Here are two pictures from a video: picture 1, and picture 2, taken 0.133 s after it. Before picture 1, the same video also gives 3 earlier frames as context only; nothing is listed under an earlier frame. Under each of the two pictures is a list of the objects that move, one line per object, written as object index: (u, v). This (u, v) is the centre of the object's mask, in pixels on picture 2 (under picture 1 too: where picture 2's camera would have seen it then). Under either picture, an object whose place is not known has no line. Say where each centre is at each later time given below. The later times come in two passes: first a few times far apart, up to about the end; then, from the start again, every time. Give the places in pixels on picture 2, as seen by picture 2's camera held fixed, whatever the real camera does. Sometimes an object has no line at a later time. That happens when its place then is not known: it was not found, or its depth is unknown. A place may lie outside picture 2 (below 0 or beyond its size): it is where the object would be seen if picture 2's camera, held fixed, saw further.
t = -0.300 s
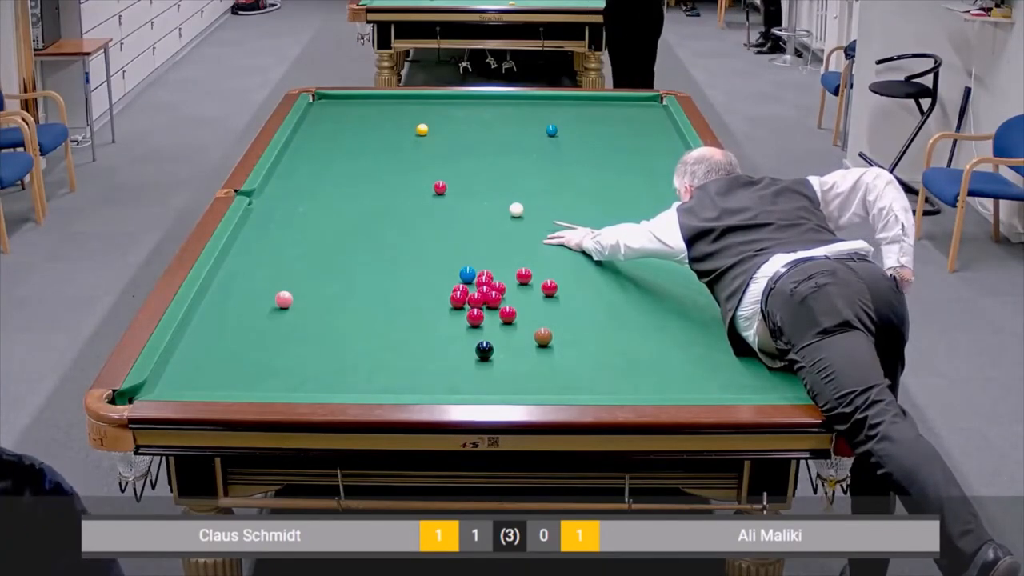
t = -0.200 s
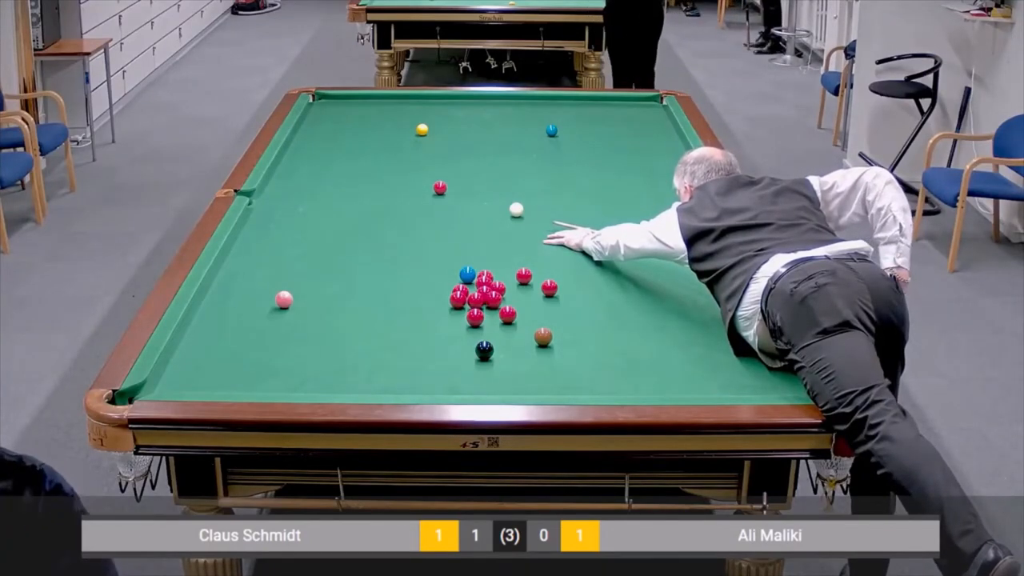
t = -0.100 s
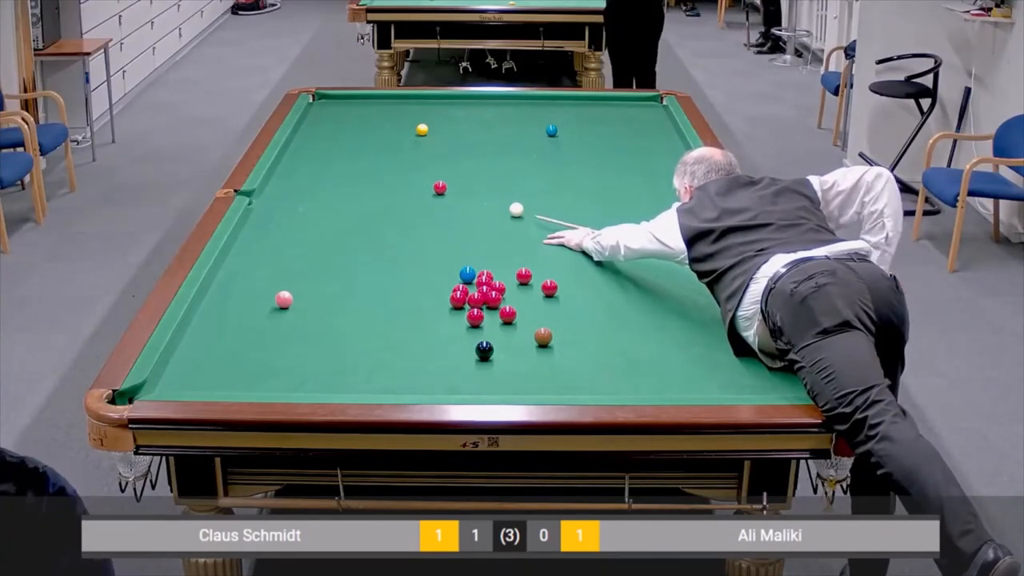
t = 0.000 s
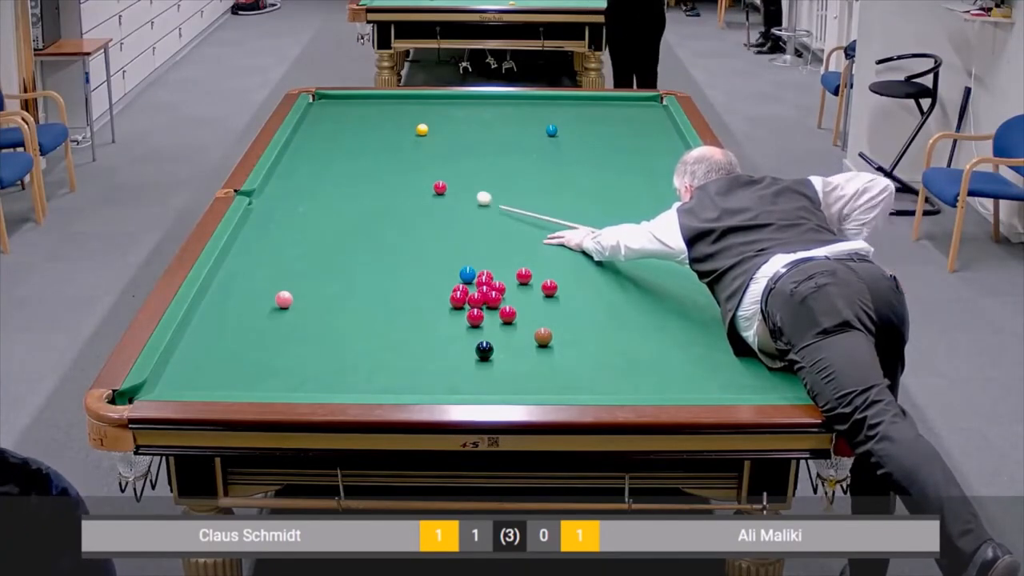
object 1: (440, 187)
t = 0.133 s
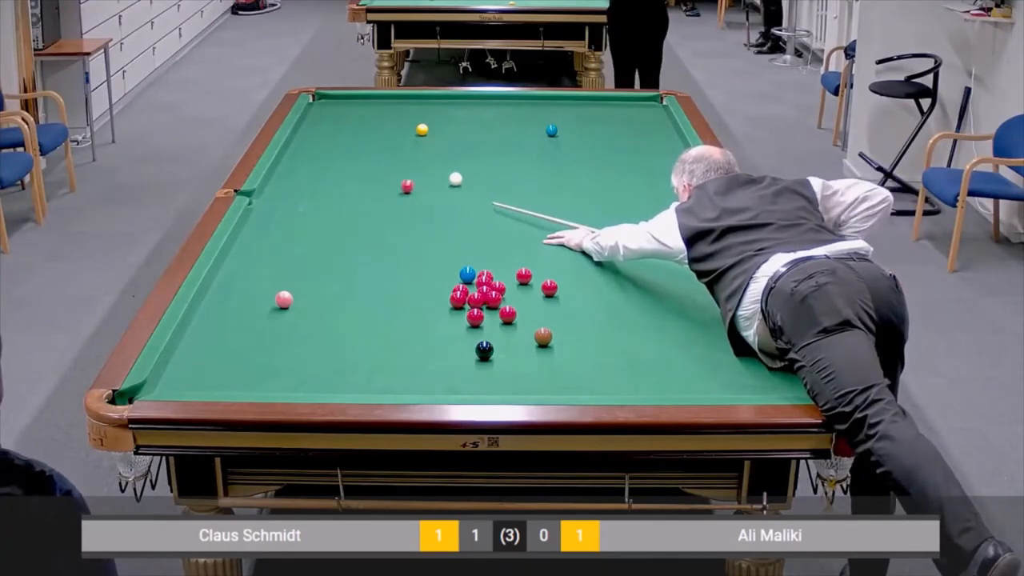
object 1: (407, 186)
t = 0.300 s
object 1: (338, 184)
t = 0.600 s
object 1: (290, 180)
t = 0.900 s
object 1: (355, 178)
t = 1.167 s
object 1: (404, 175)
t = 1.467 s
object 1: (456, 173)
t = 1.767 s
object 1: (504, 170)
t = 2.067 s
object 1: (550, 169)
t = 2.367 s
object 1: (593, 167)
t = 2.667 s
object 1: (633, 166)
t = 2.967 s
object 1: (671, 165)
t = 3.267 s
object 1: (686, 163)
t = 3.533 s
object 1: (668, 161)
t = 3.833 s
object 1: (650, 160)
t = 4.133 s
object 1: (634, 159)
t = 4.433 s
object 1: (620, 158)
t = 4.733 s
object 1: (608, 157)
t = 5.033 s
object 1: (599, 157)
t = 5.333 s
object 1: (591, 156)
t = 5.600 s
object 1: (586, 156)
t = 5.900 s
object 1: (582, 155)
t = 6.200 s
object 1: (580, 155)
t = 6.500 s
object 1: (579, 155)
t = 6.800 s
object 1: (579, 155)
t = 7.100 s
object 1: (579, 155)
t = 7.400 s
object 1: (579, 155)
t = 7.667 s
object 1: (579, 155)
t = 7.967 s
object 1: (579, 155)
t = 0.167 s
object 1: (392, 186)
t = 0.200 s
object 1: (378, 185)
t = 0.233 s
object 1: (364, 185)
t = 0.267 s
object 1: (351, 185)
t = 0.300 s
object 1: (338, 184)
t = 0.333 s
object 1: (326, 184)
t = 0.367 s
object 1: (314, 183)
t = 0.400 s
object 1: (304, 183)
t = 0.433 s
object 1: (293, 182)
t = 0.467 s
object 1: (282, 182)
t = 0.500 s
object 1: (270, 181)
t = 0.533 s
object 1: (271, 181)
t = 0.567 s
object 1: (281, 181)
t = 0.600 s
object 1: (290, 180)
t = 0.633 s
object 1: (299, 180)
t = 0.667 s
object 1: (307, 180)
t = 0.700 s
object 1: (315, 180)
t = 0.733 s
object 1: (323, 179)
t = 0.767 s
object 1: (330, 179)
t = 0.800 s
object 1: (337, 178)
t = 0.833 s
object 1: (343, 178)
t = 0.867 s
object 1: (349, 178)
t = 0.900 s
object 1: (355, 178)
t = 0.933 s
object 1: (361, 177)
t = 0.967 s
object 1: (368, 177)
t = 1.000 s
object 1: (374, 177)
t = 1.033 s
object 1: (380, 176)
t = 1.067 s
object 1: (386, 176)
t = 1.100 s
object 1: (392, 176)
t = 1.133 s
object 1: (398, 176)
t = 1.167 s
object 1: (404, 175)
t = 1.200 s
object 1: (410, 175)
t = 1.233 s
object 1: (416, 175)
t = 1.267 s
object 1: (421, 174)
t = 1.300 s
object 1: (427, 174)
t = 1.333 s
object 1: (433, 174)
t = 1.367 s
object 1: (439, 174)
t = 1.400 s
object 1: (444, 173)
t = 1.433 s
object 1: (450, 173)
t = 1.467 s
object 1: (456, 173)
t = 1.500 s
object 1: (461, 173)
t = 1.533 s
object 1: (467, 172)
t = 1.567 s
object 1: (472, 172)
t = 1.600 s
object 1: (478, 172)
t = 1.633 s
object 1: (483, 171)
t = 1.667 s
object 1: (488, 171)
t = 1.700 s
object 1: (493, 171)
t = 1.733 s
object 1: (499, 171)
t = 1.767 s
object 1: (504, 170)
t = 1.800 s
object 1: (510, 170)
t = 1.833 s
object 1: (515, 170)
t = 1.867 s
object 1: (520, 170)
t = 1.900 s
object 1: (525, 170)
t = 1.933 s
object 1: (530, 169)
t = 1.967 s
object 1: (535, 169)
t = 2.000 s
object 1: (540, 169)
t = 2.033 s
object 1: (545, 169)
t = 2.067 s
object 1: (550, 169)
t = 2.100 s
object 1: (555, 169)
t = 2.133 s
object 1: (560, 168)
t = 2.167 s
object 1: (565, 168)
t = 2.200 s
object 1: (570, 168)
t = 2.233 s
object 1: (574, 168)
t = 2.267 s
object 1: (579, 168)
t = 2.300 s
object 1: (584, 167)
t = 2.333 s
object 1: (588, 167)
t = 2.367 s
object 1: (593, 167)
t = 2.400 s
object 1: (598, 167)
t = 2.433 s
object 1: (602, 167)
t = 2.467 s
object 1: (607, 166)
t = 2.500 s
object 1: (611, 166)
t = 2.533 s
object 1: (615, 166)
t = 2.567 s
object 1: (620, 166)
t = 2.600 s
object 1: (624, 166)
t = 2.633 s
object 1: (629, 166)
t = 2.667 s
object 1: (633, 166)
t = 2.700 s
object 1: (637, 166)
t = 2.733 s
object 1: (641, 165)
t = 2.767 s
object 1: (646, 165)
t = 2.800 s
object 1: (650, 165)
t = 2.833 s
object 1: (654, 165)
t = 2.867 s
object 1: (658, 165)
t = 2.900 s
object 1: (662, 165)
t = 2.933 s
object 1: (667, 164)
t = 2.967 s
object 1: (671, 165)
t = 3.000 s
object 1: (675, 164)
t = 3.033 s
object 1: (678, 164)
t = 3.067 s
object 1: (682, 164)
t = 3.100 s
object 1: (686, 164)
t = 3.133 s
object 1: (690, 164)
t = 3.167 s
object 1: (694, 163)
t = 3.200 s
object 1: (691, 163)
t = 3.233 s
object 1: (688, 163)
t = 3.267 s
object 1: (686, 163)
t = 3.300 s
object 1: (683, 163)
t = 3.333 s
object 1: (681, 163)
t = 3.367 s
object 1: (679, 162)
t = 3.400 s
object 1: (677, 162)
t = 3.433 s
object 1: (675, 162)
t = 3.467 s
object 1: (672, 162)
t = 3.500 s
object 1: (670, 162)
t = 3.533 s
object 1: (668, 161)
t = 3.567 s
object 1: (666, 161)
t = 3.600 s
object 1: (664, 161)
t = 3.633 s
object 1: (662, 161)
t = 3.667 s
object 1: (660, 161)
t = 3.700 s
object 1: (658, 161)
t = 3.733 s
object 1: (656, 160)
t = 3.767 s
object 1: (654, 160)
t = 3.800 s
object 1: (652, 160)
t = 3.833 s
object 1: (650, 160)
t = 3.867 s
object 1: (648, 160)
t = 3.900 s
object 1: (646, 160)
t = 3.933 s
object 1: (644, 160)
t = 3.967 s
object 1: (643, 160)
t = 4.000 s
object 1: (641, 159)
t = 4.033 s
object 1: (639, 159)
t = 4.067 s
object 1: (637, 159)
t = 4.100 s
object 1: (636, 159)
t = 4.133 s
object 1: (634, 159)
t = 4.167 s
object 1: (632, 159)
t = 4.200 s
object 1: (631, 159)
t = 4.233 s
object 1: (629, 159)
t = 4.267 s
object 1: (628, 158)
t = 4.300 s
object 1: (626, 158)
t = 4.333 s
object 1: (625, 158)
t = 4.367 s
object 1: (623, 158)
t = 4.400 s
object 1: (621, 158)
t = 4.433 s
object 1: (620, 158)
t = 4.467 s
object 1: (619, 158)
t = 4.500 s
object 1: (617, 158)
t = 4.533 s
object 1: (616, 158)
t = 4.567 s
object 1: (614, 158)
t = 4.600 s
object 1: (613, 157)
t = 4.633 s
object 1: (612, 157)
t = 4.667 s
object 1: (611, 157)
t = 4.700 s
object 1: (610, 157)
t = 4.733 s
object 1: (608, 157)
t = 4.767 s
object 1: (607, 157)
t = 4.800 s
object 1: (606, 157)
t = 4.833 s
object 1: (605, 157)
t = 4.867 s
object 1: (604, 157)
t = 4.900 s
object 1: (603, 157)
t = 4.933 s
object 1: (602, 157)
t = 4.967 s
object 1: (601, 157)
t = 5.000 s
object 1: (600, 156)
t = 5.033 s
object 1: (599, 157)
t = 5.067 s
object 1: (598, 157)
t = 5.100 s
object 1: (597, 156)
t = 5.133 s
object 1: (596, 156)
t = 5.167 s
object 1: (595, 156)
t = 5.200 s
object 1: (594, 156)
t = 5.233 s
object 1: (593, 156)
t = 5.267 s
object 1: (592, 156)
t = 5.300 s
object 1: (592, 156)
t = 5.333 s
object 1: (591, 156)
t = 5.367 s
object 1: (590, 156)
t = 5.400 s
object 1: (590, 156)
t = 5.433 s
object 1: (589, 156)
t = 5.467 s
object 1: (588, 156)
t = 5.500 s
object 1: (587, 156)
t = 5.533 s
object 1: (587, 156)
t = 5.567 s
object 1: (586, 156)
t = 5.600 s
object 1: (586, 156)
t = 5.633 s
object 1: (585, 156)
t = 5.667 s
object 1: (584, 155)
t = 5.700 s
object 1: (584, 155)
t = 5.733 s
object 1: (584, 155)
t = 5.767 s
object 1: (583, 155)
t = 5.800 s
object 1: (583, 155)
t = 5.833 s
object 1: (582, 155)
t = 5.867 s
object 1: (582, 155)
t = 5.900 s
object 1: (582, 155)
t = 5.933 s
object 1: (581, 155)
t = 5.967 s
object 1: (581, 155)
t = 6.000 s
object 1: (581, 155)
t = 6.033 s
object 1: (580, 155)
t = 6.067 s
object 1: (580, 155)
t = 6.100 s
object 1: (580, 155)
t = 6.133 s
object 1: (580, 155)
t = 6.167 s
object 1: (580, 155)
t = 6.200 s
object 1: (580, 155)
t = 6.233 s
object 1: (580, 155)
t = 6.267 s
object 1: (579, 155)
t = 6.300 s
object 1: (580, 155)
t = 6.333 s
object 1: (579, 155)
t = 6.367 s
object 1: (579, 155)
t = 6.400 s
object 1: (579, 155)
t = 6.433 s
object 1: (579, 155)
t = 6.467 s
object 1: (579, 155)
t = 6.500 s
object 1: (579, 155)
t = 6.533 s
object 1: (579, 155)
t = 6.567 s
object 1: (579, 155)
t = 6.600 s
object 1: (579, 155)
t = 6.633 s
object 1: (579, 155)
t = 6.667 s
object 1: (579, 155)
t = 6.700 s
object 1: (579, 155)
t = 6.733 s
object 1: (579, 155)
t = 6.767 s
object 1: (579, 155)
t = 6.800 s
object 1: (579, 155)
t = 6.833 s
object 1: (579, 155)
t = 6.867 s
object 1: (579, 155)
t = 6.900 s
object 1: (579, 155)
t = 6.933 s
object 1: (579, 155)
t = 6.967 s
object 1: (579, 155)
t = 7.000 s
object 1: (579, 155)
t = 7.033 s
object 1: (579, 155)
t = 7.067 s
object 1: (579, 155)
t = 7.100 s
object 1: (579, 155)
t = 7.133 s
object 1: (579, 155)
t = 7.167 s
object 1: (579, 155)
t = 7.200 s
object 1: (579, 155)
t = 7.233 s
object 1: (579, 155)
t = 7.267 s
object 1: (579, 155)
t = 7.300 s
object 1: (579, 155)
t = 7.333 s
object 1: (579, 155)
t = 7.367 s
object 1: (579, 155)
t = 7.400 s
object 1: (579, 155)
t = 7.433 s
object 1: (579, 155)
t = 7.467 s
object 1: (579, 155)
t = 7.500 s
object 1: (579, 155)
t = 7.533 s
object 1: (579, 155)
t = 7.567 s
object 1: (579, 155)
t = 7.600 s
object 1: (579, 155)
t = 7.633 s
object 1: (579, 155)
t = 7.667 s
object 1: (579, 155)
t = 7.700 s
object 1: (579, 155)
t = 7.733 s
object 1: (579, 155)
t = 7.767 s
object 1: (579, 155)
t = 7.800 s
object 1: (579, 155)
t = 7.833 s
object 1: (579, 155)
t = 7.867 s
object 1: (579, 155)
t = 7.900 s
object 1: (579, 155)
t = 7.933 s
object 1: (579, 155)
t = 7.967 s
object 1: (579, 155)
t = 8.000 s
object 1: (579, 155)
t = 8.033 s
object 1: (579, 155)
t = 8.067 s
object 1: (579, 155)
